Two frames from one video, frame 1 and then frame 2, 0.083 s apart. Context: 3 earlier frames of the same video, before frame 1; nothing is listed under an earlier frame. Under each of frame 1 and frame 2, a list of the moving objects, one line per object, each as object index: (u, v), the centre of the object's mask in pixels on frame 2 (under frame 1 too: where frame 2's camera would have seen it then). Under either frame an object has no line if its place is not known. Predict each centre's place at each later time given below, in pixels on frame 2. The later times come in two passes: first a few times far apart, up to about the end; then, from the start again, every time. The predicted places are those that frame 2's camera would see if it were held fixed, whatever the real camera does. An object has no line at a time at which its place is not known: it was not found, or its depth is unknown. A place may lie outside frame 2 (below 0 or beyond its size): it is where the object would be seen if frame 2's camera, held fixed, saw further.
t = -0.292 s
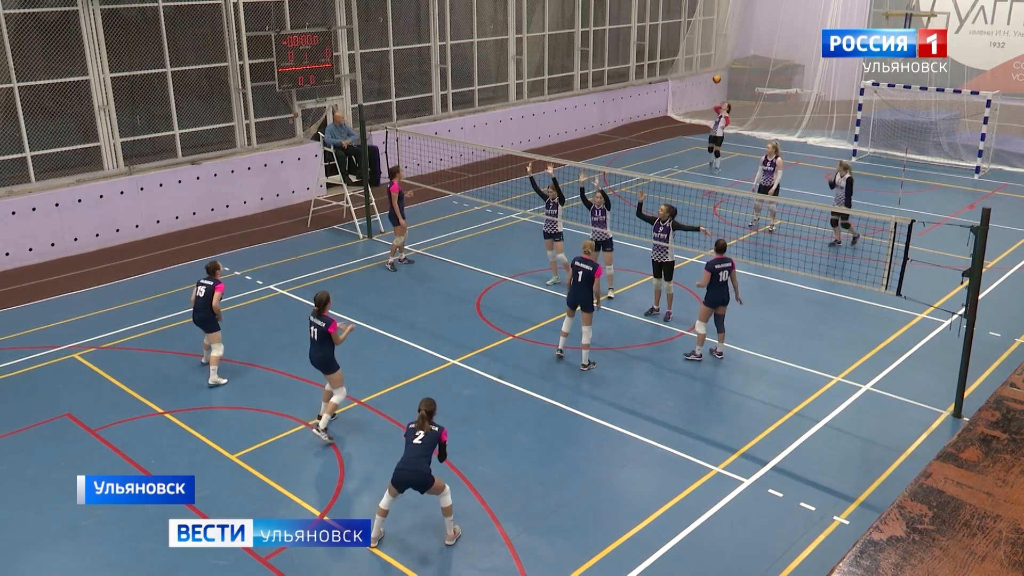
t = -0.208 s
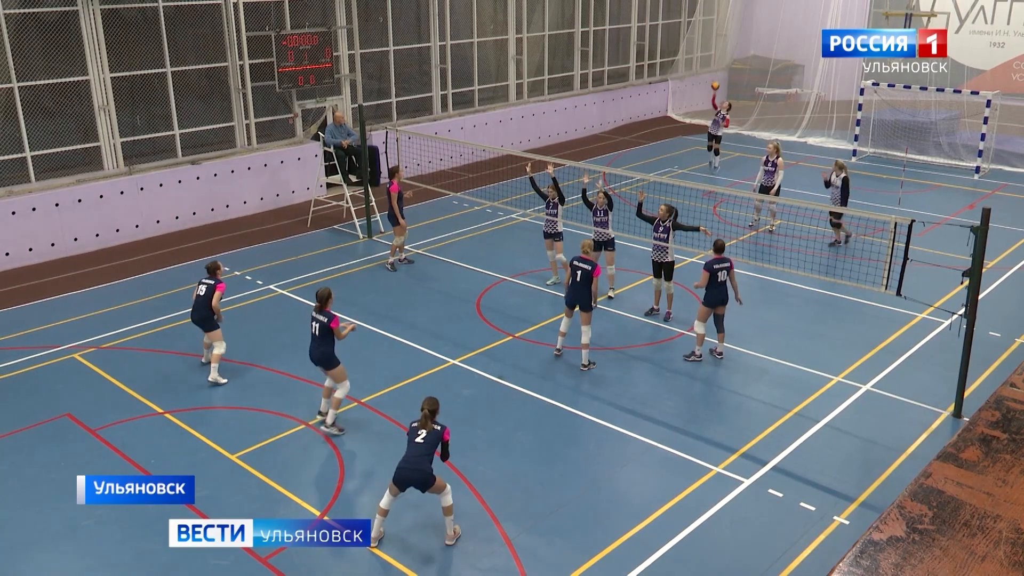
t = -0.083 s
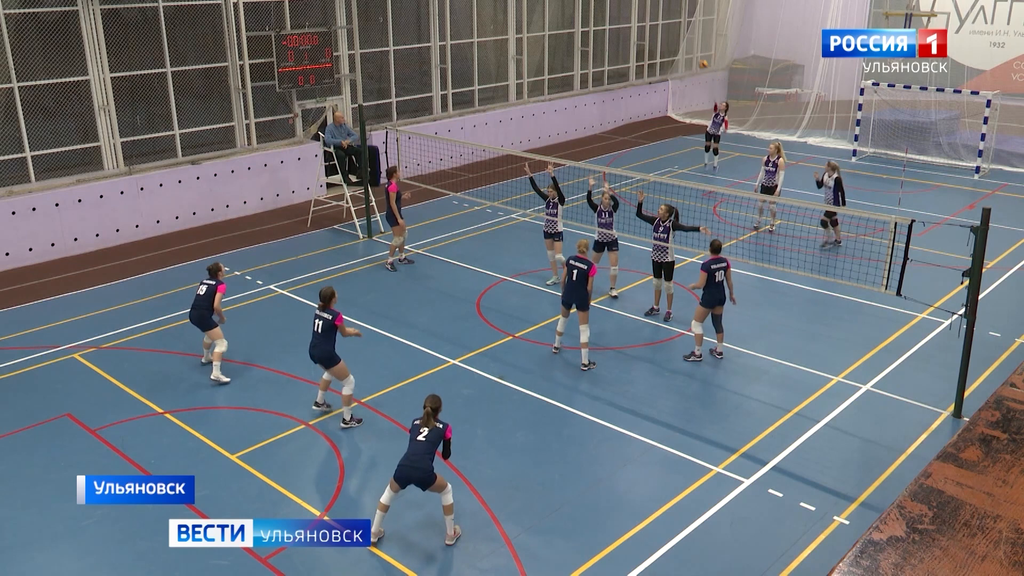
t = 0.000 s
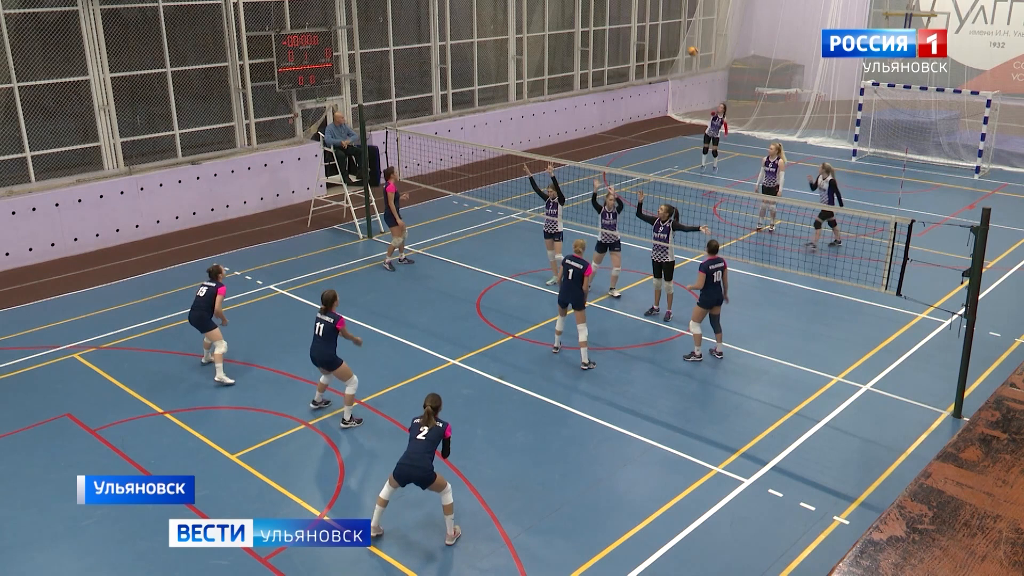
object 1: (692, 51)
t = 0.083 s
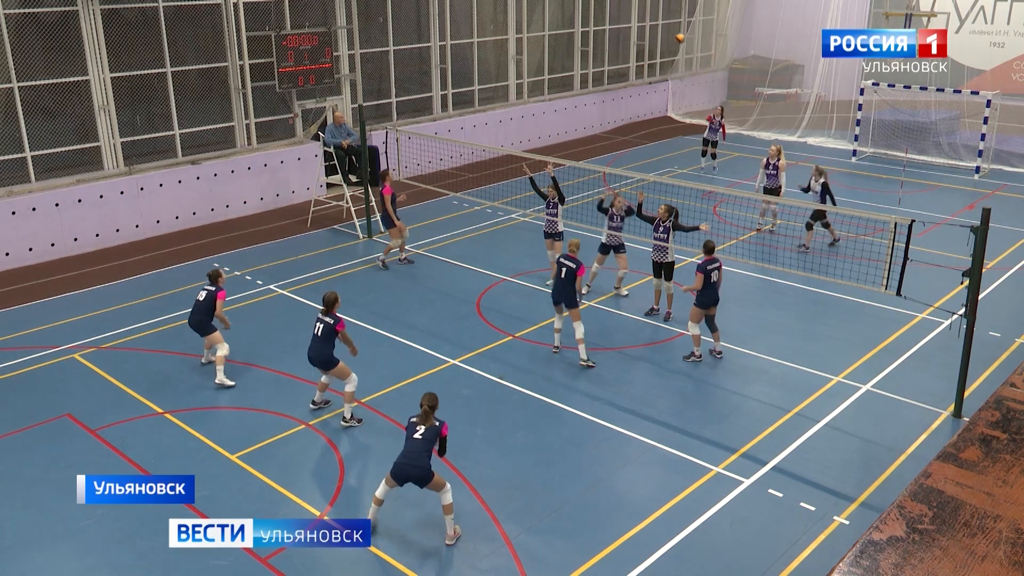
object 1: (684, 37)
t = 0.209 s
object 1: (663, 26)
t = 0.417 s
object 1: (633, 25)
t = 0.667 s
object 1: (584, 58)
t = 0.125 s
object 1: (676, 33)
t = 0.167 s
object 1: (670, 29)
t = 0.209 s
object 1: (663, 26)
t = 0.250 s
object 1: (657, 24)
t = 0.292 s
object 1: (651, 23)
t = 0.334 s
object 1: (645, 23)
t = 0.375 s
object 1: (639, 23)
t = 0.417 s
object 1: (633, 25)
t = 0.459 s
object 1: (625, 28)
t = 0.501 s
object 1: (618, 31)
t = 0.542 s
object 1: (607, 38)
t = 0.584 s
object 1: (599, 44)
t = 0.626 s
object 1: (591, 50)
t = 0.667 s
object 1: (584, 58)
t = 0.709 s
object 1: (577, 67)
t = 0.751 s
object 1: (568, 77)
